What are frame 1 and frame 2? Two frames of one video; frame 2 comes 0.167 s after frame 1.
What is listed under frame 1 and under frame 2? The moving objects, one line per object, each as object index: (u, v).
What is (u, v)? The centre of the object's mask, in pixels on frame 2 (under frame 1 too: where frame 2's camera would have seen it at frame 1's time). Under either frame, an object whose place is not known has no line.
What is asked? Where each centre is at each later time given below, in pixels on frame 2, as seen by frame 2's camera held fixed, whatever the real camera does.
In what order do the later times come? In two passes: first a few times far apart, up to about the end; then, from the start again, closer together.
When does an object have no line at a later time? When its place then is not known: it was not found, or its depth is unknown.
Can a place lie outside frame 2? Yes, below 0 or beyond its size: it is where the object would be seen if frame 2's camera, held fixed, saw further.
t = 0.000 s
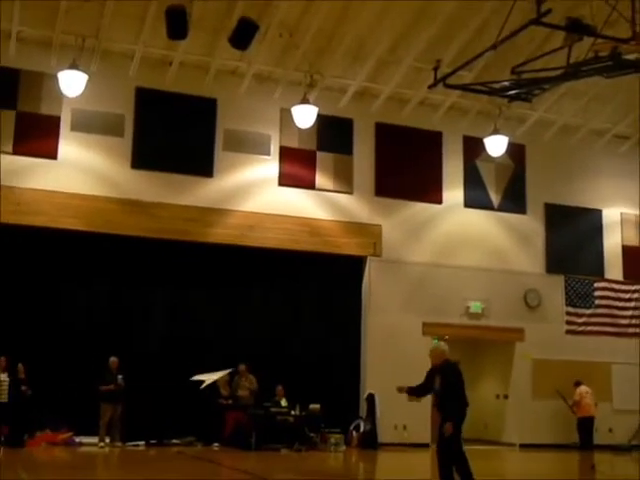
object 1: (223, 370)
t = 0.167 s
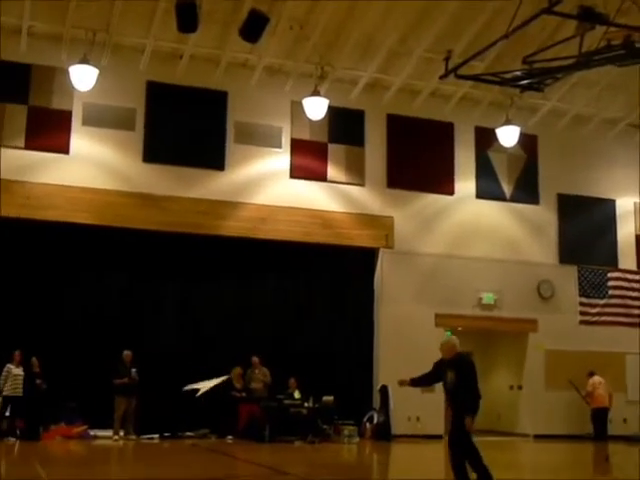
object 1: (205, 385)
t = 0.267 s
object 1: (199, 392)
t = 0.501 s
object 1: (197, 410)
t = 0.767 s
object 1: (221, 428)
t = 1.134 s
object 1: (285, 406)
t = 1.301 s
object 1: (307, 384)
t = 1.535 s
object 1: (320, 364)
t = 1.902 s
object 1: (345, 310)
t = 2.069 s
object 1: (357, 299)
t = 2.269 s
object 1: (369, 293)
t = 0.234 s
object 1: (200, 390)
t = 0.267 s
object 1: (199, 392)
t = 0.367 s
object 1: (196, 399)
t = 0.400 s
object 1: (196, 402)
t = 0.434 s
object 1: (196, 404)
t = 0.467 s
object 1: (196, 407)
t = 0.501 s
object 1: (197, 410)
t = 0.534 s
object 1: (198, 413)
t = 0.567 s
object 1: (198, 416)
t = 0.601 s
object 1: (200, 418)
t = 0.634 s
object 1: (204, 421)
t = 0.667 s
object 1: (208, 423)
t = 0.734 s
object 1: (215, 427)
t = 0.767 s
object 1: (221, 428)
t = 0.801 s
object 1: (227, 428)
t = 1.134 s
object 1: (285, 406)
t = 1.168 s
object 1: (292, 401)
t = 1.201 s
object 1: (296, 396)
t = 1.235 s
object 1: (301, 392)
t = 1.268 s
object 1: (305, 388)
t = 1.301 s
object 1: (307, 384)
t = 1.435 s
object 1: (316, 371)
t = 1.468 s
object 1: (318, 367)
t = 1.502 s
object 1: (320, 366)
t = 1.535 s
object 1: (320, 364)
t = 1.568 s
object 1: (321, 361)
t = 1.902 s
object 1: (345, 310)
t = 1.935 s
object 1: (348, 307)
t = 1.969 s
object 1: (350, 304)
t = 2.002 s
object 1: (352, 302)
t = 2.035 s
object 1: (355, 301)
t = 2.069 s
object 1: (357, 299)
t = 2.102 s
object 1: (358, 298)
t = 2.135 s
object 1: (360, 297)
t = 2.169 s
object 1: (361, 296)
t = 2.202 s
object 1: (362, 295)
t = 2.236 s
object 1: (365, 294)
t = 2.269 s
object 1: (369, 293)
